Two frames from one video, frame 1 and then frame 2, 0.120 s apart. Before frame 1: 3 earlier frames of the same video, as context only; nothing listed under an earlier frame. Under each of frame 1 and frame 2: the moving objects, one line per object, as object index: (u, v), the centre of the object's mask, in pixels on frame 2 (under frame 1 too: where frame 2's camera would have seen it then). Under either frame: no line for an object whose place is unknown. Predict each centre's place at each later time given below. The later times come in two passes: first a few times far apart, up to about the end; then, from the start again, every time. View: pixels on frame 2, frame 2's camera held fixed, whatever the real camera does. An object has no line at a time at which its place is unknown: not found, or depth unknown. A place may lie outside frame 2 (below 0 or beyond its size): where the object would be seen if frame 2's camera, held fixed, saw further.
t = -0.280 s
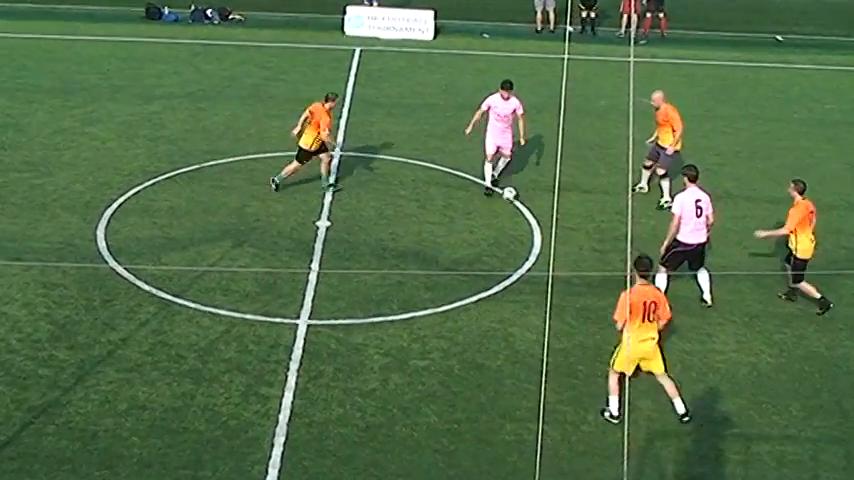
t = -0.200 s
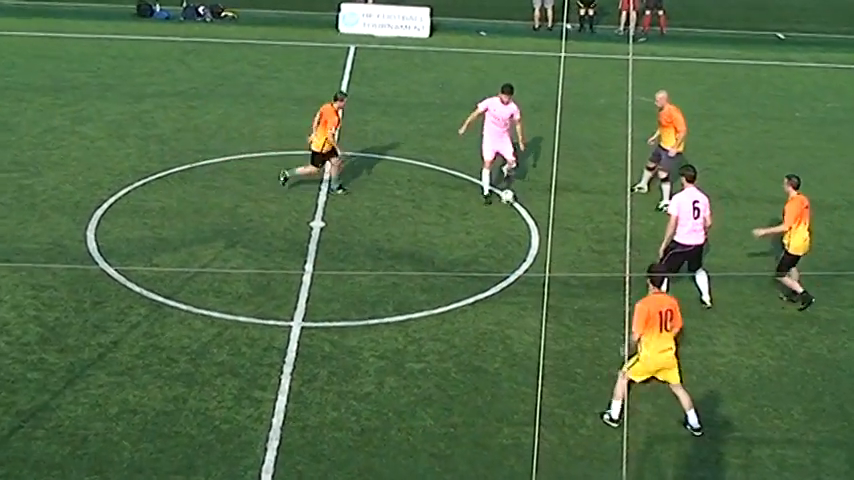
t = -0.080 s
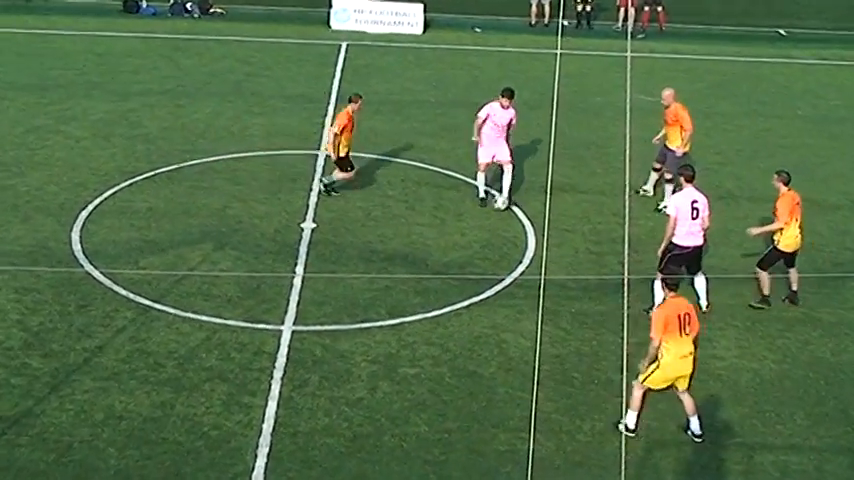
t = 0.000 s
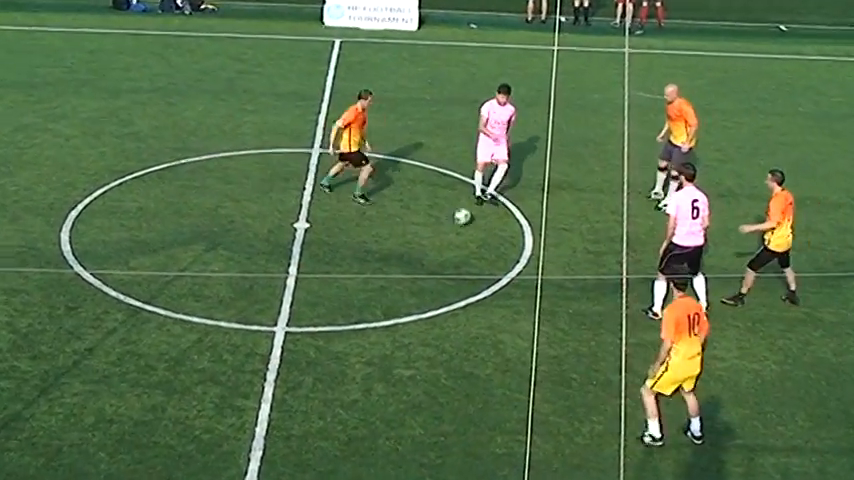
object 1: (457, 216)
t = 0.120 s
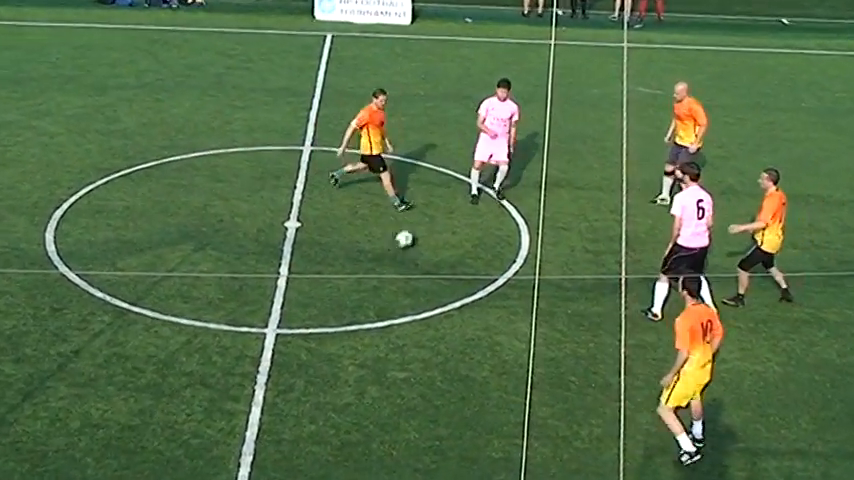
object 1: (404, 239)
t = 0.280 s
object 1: (333, 272)
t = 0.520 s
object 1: (231, 319)
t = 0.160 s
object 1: (386, 248)
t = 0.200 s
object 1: (367, 258)
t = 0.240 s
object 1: (351, 264)
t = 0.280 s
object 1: (333, 272)
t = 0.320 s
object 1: (315, 280)
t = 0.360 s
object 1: (298, 289)
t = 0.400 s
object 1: (281, 296)
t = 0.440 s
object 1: (264, 302)
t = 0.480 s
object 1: (247, 311)
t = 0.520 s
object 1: (231, 319)
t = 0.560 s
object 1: (215, 325)
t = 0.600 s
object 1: (199, 331)
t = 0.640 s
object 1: (184, 337)
